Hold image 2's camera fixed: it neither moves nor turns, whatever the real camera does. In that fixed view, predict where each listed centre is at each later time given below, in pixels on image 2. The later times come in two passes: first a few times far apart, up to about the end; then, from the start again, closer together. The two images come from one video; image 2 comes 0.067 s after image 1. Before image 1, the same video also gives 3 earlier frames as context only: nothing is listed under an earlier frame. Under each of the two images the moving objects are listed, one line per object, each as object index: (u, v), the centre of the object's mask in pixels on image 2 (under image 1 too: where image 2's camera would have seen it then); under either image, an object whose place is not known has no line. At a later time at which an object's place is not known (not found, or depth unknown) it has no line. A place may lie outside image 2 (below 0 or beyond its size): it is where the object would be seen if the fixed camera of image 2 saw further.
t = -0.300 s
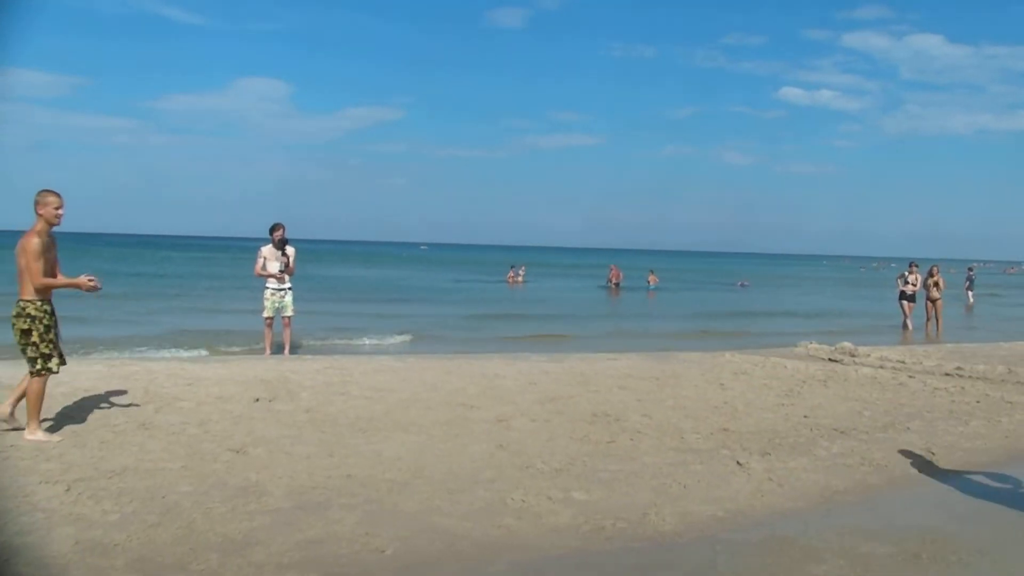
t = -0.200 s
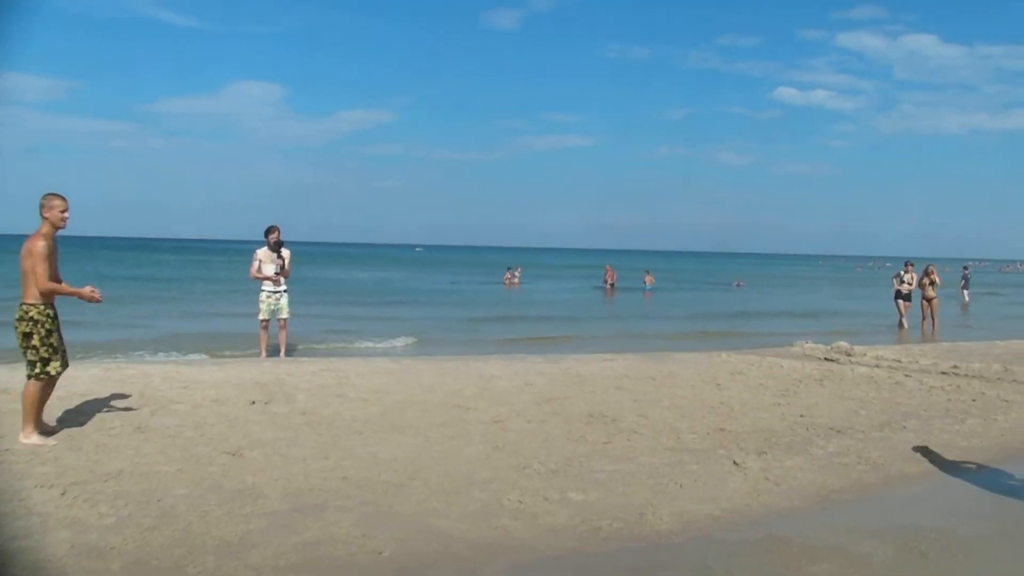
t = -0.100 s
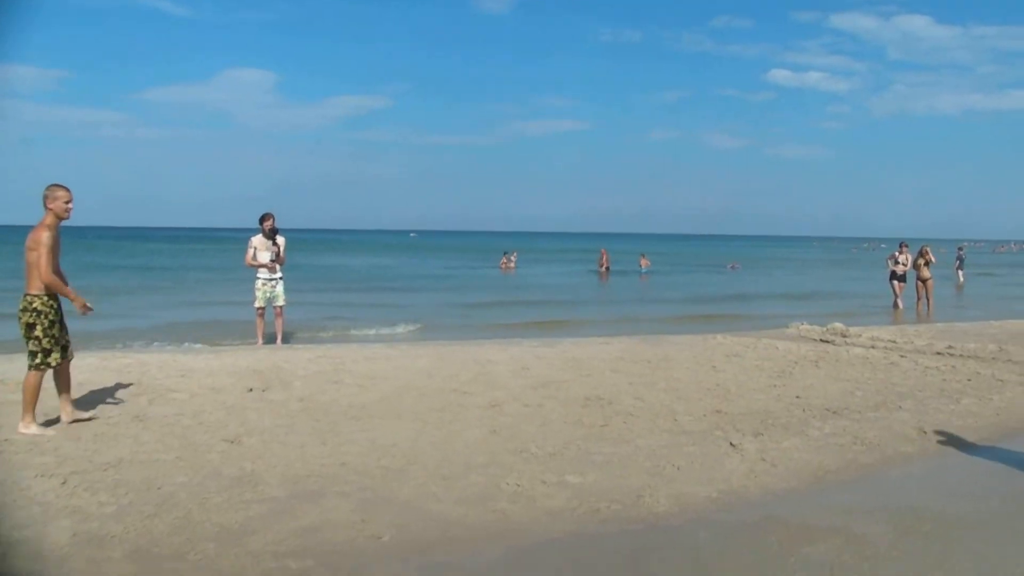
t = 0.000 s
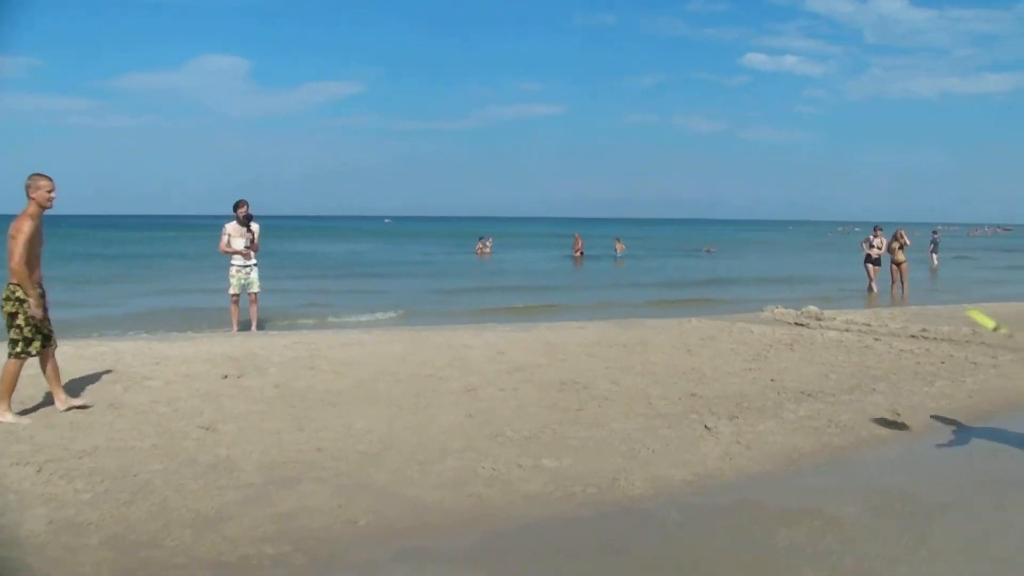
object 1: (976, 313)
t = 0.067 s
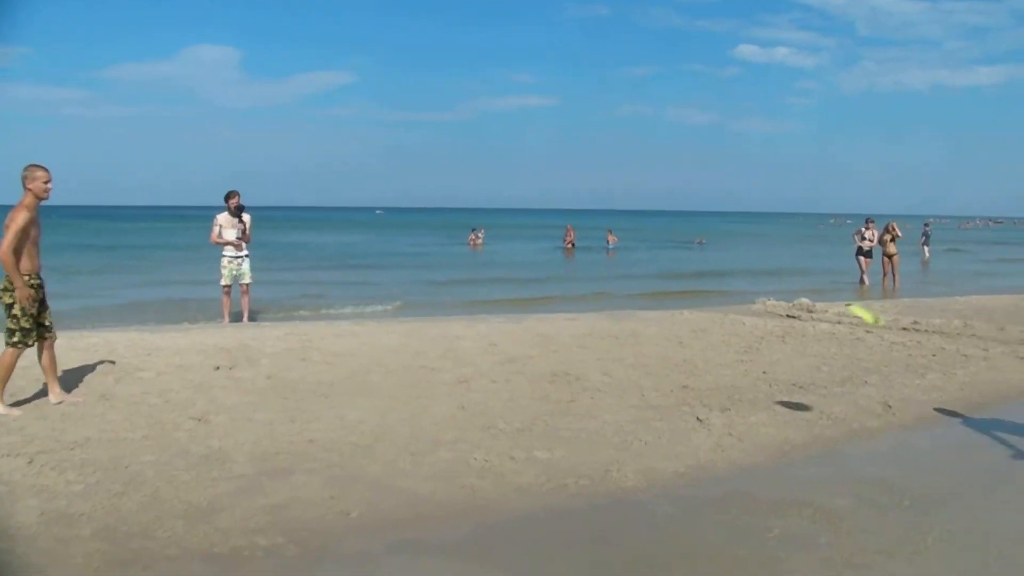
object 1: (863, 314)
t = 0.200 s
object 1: (679, 283)
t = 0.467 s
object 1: (417, 217)
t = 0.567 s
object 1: (346, 201)
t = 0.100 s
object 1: (811, 307)
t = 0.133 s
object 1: (767, 302)
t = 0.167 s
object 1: (721, 292)
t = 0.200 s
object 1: (679, 283)
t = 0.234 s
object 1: (638, 273)
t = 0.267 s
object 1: (601, 264)
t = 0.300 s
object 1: (568, 255)
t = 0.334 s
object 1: (533, 246)
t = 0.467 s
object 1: (417, 217)
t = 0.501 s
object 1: (392, 211)
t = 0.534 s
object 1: (368, 205)
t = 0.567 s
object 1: (346, 201)
